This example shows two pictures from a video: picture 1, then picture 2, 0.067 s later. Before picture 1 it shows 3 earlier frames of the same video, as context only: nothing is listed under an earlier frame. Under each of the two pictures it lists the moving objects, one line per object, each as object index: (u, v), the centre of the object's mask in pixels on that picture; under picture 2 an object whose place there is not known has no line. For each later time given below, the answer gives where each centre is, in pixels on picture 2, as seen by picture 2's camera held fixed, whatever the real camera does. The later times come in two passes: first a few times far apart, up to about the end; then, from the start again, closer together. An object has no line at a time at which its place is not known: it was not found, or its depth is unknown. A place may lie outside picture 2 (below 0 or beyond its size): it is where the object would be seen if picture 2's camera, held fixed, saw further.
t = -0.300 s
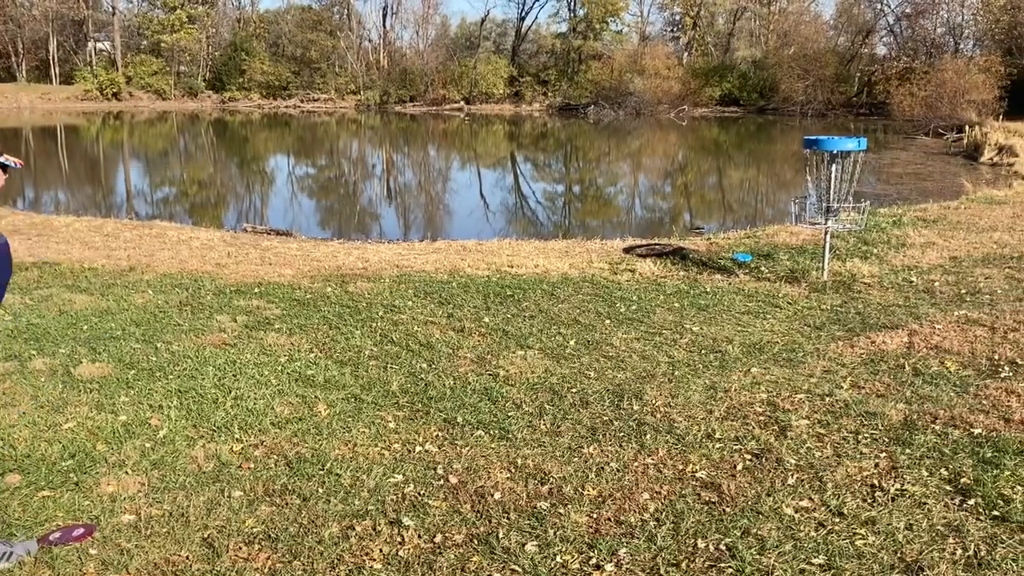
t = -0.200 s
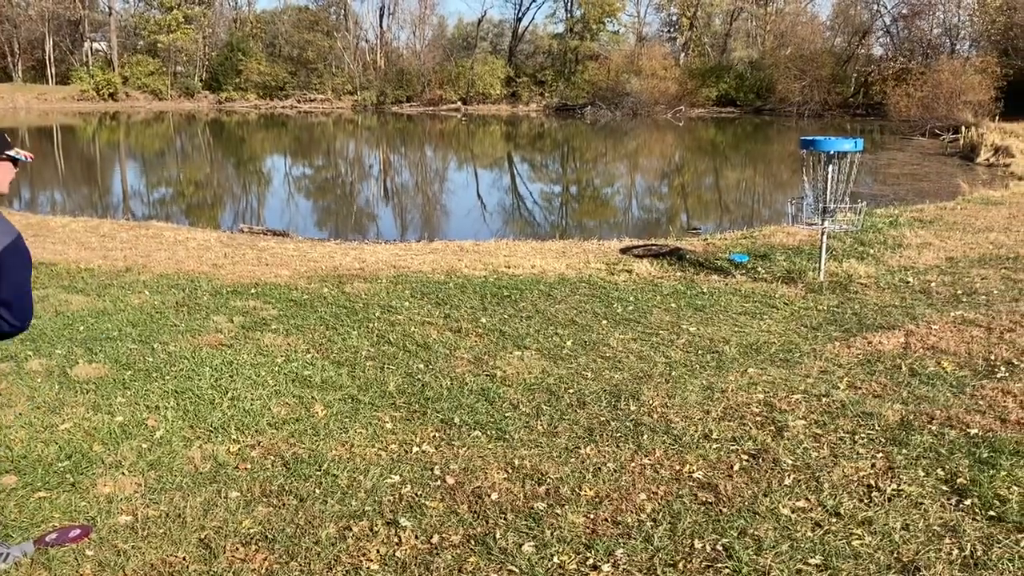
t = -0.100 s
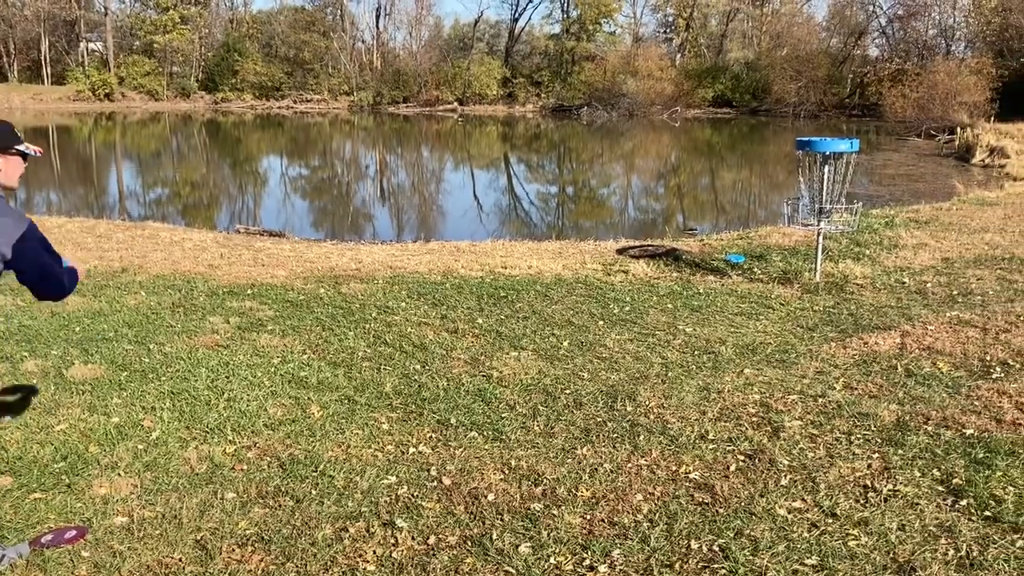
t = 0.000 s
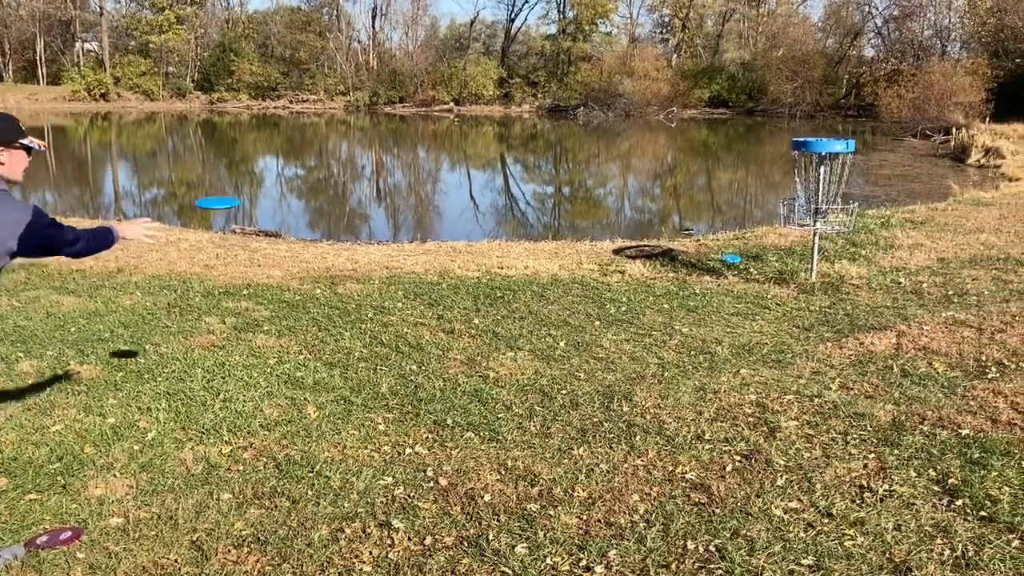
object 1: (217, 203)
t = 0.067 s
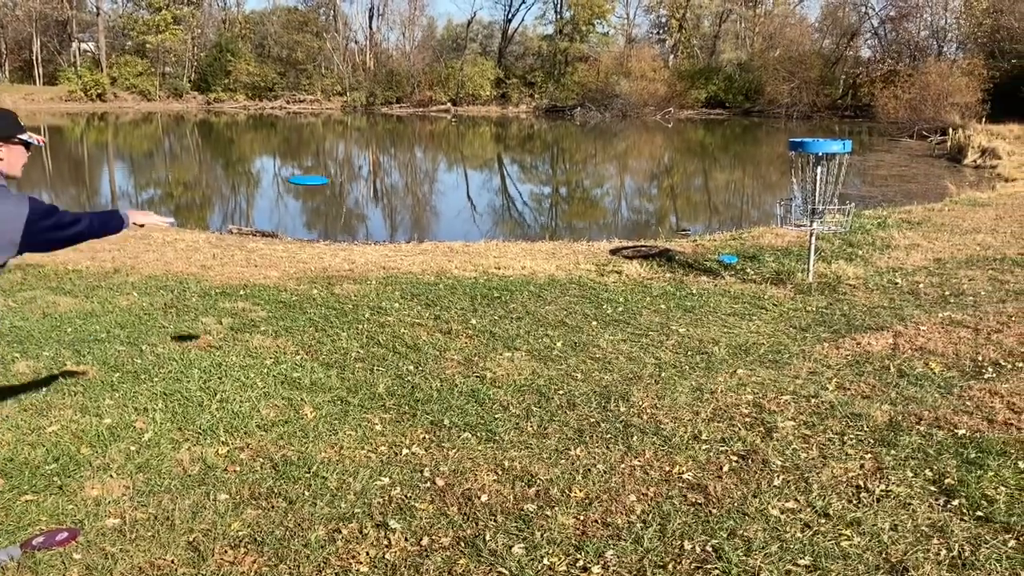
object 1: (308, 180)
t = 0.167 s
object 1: (423, 167)
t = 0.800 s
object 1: (808, 239)
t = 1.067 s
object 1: (851, 289)
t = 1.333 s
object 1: (850, 293)
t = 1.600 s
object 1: (850, 293)
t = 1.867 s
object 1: (849, 293)
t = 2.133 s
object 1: (850, 293)
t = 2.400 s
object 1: (850, 293)
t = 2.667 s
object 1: (852, 293)
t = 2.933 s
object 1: (851, 293)
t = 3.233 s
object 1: (850, 292)
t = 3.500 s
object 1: (851, 292)
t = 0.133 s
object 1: (388, 170)
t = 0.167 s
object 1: (423, 167)
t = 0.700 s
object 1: (769, 223)
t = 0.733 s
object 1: (783, 229)
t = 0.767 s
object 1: (796, 234)
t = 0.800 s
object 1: (808, 239)
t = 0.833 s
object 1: (819, 246)
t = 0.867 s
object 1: (826, 256)
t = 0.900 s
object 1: (833, 267)
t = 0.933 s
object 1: (841, 279)
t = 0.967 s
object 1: (847, 290)
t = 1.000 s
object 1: (850, 292)
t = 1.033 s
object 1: (850, 290)
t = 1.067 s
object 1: (851, 289)
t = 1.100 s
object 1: (850, 289)
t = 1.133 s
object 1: (850, 290)
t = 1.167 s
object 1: (850, 290)
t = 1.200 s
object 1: (850, 290)
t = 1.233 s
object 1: (850, 292)
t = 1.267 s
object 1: (850, 292)
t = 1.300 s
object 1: (850, 292)
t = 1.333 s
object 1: (850, 293)
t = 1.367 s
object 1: (850, 292)
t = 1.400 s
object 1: (850, 293)
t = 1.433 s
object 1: (849, 293)
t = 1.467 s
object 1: (849, 293)
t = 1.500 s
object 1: (849, 293)
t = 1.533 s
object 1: (849, 293)
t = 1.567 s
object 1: (849, 293)
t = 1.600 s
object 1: (850, 293)
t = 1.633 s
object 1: (849, 293)
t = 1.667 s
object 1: (849, 293)
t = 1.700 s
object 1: (849, 293)
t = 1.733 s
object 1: (849, 293)
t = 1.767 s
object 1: (849, 293)
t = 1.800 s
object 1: (850, 293)
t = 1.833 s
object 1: (850, 293)
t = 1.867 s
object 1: (849, 293)
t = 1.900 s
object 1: (849, 293)
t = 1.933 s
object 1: (849, 293)
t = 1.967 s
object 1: (849, 294)
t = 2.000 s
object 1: (849, 293)
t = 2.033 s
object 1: (850, 293)
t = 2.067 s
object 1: (850, 294)
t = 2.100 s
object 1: (850, 293)
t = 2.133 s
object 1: (850, 293)
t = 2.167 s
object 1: (850, 293)
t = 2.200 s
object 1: (850, 293)
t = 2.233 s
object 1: (850, 293)
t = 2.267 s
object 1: (850, 293)
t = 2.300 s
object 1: (850, 293)
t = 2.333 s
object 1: (850, 293)
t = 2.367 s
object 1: (851, 293)
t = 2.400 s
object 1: (850, 293)
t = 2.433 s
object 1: (850, 293)
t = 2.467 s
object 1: (851, 293)
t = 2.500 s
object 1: (851, 293)
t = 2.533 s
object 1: (851, 293)
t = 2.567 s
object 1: (851, 293)
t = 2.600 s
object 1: (851, 293)
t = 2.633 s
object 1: (851, 293)
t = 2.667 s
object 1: (852, 293)
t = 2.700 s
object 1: (852, 293)
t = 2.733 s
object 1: (852, 293)
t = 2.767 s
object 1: (852, 293)
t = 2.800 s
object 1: (851, 293)
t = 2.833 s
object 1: (850, 292)
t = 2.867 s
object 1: (850, 293)
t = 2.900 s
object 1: (850, 293)
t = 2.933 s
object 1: (851, 293)
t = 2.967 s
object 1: (851, 293)
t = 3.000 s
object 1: (851, 293)
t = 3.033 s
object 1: (851, 293)
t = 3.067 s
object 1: (851, 293)
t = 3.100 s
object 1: (851, 293)
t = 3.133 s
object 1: (851, 293)
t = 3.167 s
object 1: (851, 293)
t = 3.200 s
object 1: (851, 293)
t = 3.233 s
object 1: (850, 292)
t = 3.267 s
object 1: (850, 292)
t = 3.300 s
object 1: (851, 292)
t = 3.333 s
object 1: (850, 292)
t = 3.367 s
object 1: (850, 292)
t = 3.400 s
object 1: (851, 292)
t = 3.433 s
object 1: (850, 292)
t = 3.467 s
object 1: (850, 292)
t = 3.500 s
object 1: (851, 292)
